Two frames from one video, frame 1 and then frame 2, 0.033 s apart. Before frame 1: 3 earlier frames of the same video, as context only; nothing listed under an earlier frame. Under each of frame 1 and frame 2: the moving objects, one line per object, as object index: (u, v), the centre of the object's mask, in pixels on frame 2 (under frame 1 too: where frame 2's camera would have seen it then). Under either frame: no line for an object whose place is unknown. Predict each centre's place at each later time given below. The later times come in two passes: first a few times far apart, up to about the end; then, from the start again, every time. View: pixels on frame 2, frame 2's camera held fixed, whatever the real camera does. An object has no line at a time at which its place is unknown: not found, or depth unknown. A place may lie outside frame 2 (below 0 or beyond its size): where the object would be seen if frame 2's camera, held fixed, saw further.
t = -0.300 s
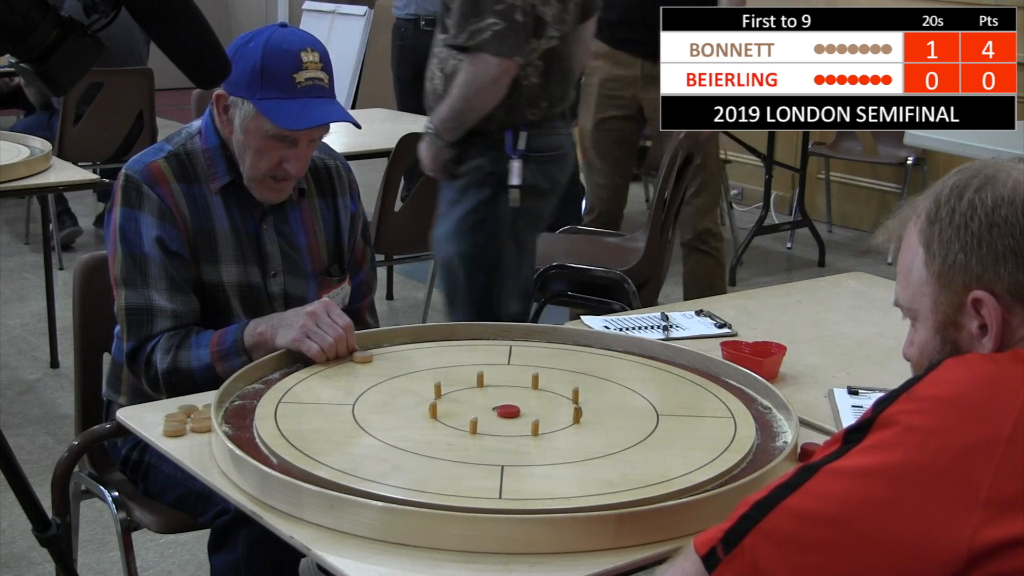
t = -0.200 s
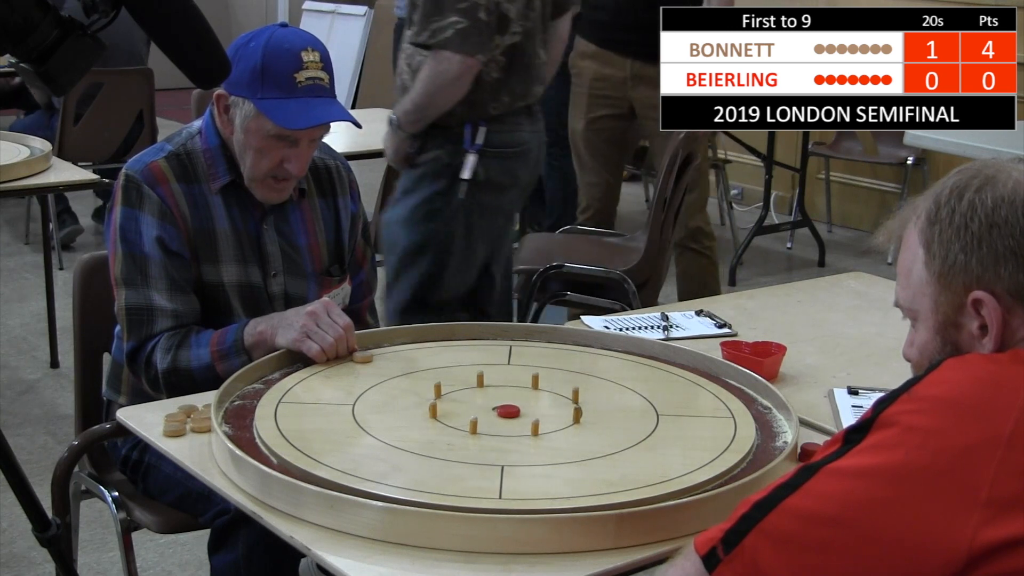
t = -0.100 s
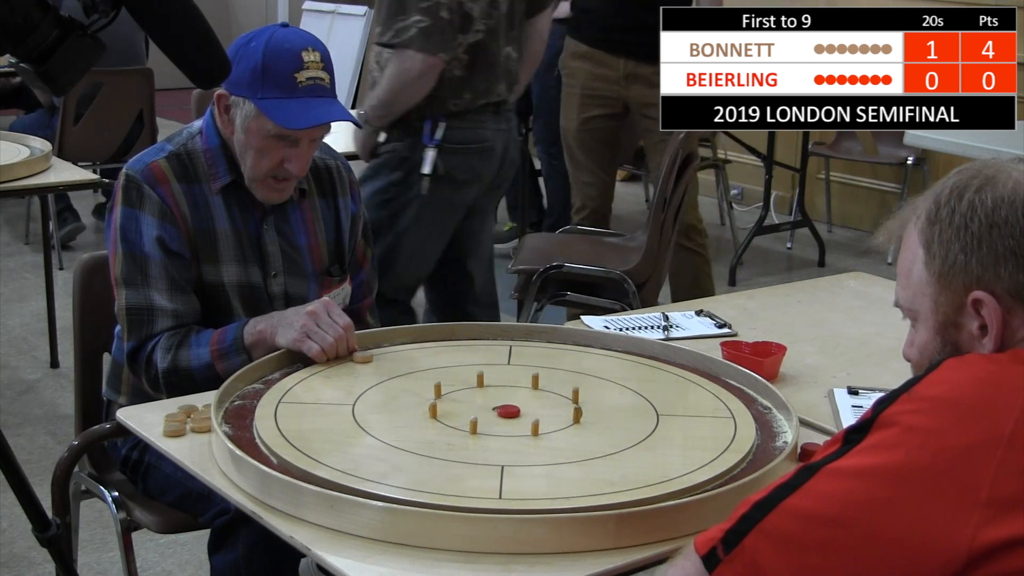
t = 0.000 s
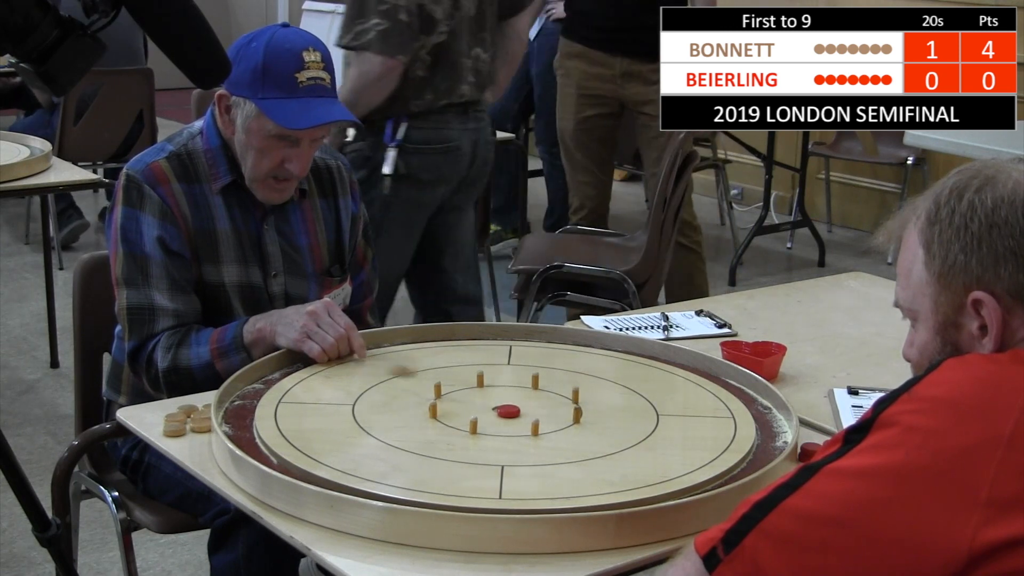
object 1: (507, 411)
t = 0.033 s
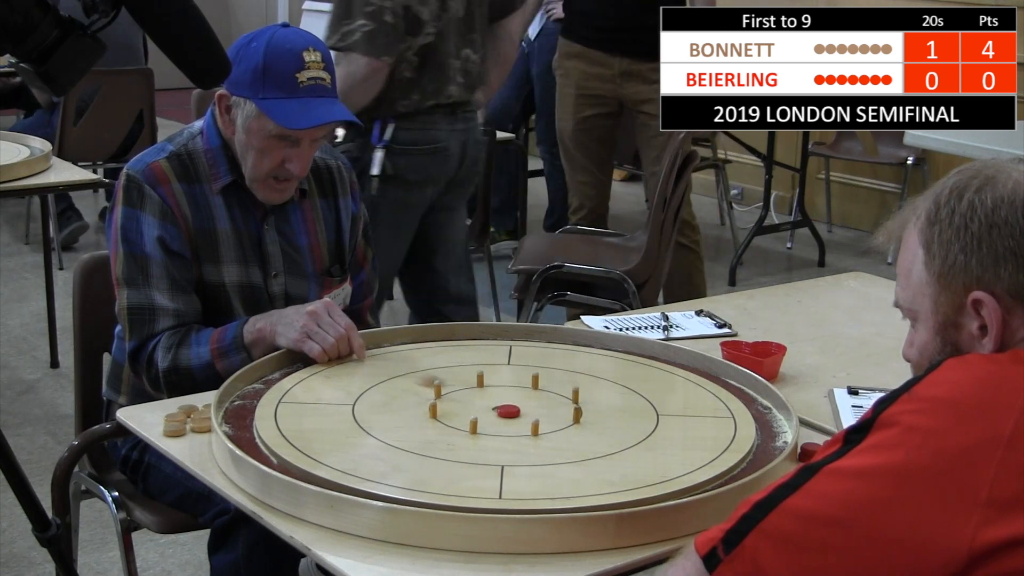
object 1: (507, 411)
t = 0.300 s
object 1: (560, 410)
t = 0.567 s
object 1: (493, 439)
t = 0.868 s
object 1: (457, 454)
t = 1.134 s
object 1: (454, 456)
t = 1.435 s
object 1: (454, 456)
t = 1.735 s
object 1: (454, 456)
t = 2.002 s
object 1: (454, 456)
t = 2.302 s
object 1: (454, 456)
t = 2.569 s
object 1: (454, 456)
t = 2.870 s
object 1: (454, 456)
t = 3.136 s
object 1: (454, 456)
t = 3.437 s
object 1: (454, 456)
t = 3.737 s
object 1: (454, 456)
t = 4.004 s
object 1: (454, 456)
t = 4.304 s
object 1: (454, 456)
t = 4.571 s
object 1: (454, 456)
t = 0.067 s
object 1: (507, 411)
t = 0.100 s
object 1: (508, 411)
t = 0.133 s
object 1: (524, 420)
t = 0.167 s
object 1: (547, 423)
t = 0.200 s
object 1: (561, 416)
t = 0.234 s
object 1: (566, 408)
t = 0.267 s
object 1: (569, 405)
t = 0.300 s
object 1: (560, 410)
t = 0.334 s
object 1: (550, 414)
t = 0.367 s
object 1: (542, 417)
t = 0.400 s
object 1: (530, 422)
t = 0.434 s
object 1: (521, 426)
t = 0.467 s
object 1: (515, 430)
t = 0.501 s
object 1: (507, 433)
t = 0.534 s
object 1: (500, 436)
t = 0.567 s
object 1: (493, 439)
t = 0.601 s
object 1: (487, 442)
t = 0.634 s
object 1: (482, 444)
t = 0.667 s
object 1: (477, 446)
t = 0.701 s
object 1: (472, 448)
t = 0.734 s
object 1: (468, 450)
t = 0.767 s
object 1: (465, 451)
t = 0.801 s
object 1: (462, 452)
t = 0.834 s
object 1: (459, 454)
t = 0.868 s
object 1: (457, 454)
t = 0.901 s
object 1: (456, 455)
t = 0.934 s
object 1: (455, 455)
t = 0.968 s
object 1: (454, 456)
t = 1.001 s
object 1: (454, 456)
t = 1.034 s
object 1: (454, 456)
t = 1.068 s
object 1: (454, 456)
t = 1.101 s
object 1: (454, 456)
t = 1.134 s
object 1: (454, 456)
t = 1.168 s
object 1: (454, 456)
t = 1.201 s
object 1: (454, 456)
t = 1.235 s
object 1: (454, 456)
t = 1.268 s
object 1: (454, 456)
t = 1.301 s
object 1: (454, 456)
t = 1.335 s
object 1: (454, 456)
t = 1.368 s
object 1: (454, 456)
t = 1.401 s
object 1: (454, 456)
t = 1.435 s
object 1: (454, 456)
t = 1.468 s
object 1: (454, 456)
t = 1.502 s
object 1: (454, 456)
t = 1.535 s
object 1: (454, 456)
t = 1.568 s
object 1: (454, 456)
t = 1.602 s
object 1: (454, 456)
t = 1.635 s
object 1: (454, 456)
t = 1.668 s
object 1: (454, 456)
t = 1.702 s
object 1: (454, 456)
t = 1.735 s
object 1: (454, 456)
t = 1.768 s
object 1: (454, 456)
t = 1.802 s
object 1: (454, 456)
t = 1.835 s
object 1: (454, 456)
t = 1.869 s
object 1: (454, 456)
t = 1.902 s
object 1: (454, 456)
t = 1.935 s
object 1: (454, 456)
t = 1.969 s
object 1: (454, 456)
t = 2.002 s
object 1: (454, 456)
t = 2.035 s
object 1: (454, 456)
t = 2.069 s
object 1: (454, 456)
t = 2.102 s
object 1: (454, 456)
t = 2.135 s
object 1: (454, 456)
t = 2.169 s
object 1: (454, 456)
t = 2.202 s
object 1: (454, 456)
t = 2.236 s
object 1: (454, 456)
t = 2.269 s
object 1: (454, 456)
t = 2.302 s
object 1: (454, 456)
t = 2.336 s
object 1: (454, 456)
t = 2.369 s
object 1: (454, 456)
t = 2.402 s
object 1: (454, 456)
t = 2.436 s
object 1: (454, 456)
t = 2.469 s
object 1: (454, 456)
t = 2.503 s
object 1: (454, 456)
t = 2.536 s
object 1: (454, 456)
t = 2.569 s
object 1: (454, 456)
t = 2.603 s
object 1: (454, 456)
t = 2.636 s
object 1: (454, 456)
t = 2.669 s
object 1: (454, 456)
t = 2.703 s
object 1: (454, 456)
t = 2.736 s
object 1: (454, 456)
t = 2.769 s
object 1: (454, 456)
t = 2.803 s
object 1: (454, 456)
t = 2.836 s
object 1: (454, 456)
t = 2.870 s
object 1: (454, 456)
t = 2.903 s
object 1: (454, 456)
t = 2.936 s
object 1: (454, 456)
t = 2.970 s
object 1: (454, 456)
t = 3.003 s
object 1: (454, 456)
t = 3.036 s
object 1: (454, 456)
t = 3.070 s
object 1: (454, 456)
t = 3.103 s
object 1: (454, 456)
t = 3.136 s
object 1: (454, 456)
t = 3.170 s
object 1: (454, 456)
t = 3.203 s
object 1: (454, 456)
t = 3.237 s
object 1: (454, 456)
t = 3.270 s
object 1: (454, 456)
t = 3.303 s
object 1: (454, 456)
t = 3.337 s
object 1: (454, 456)
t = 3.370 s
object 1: (454, 456)
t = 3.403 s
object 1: (454, 456)
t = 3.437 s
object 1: (454, 456)
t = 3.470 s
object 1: (454, 456)
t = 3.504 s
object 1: (454, 456)
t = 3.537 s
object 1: (454, 456)
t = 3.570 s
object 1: (454, 456)
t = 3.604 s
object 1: (454, 456)
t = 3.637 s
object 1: (454, 456)
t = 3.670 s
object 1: (454, 456)
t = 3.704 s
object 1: (454, 456)
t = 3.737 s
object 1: (454, 456)
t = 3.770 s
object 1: (454, 456)
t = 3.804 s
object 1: (454, 456)
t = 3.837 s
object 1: (454, 456)
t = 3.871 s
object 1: (454, 456)
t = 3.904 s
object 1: (454, 456)
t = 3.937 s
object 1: (454, 456)
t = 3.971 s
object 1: (454, 456)
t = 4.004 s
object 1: (454, 456)
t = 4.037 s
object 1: (454, 456)
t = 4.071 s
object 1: (454, 456)
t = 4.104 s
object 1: (454, 456)
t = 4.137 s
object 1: (454, 456)
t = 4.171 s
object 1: (453, 456)
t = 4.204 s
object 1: (454, 456)
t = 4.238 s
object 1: (454, 456)
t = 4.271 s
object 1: (453, 456)
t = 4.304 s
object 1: (454, 456)
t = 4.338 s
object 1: (454, 456)
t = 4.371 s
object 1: (454, 456)
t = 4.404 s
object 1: (454, 456)
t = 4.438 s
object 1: (453, 456)
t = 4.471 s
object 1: (454, 456)
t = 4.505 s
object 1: (454, 456)
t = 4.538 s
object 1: (454, 456)
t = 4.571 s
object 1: (454, 456)
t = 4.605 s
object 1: (453, 456)
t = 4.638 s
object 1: (453, 456)
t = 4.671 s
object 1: (453, 456)
